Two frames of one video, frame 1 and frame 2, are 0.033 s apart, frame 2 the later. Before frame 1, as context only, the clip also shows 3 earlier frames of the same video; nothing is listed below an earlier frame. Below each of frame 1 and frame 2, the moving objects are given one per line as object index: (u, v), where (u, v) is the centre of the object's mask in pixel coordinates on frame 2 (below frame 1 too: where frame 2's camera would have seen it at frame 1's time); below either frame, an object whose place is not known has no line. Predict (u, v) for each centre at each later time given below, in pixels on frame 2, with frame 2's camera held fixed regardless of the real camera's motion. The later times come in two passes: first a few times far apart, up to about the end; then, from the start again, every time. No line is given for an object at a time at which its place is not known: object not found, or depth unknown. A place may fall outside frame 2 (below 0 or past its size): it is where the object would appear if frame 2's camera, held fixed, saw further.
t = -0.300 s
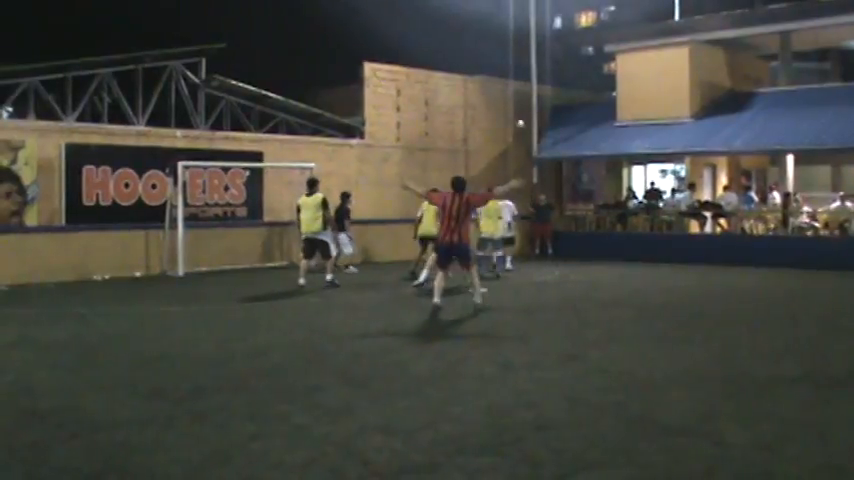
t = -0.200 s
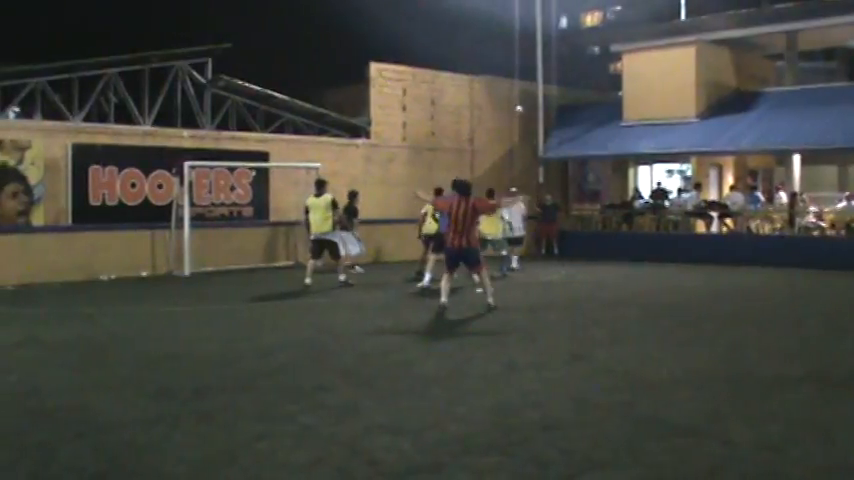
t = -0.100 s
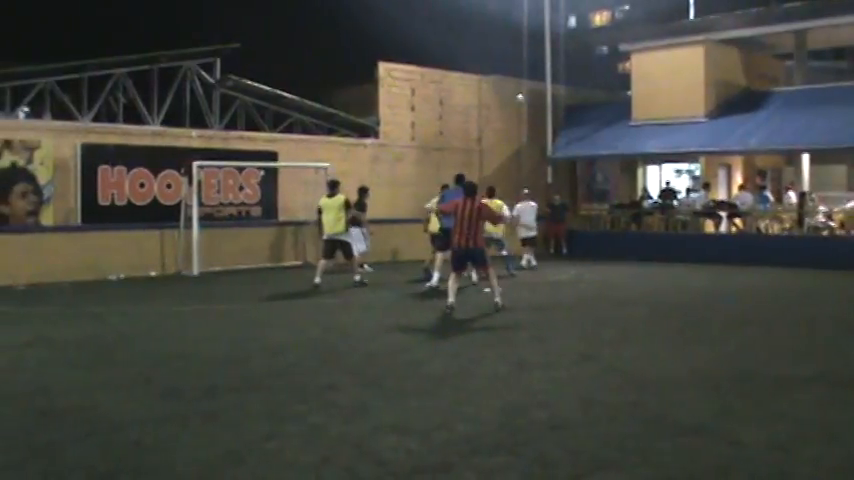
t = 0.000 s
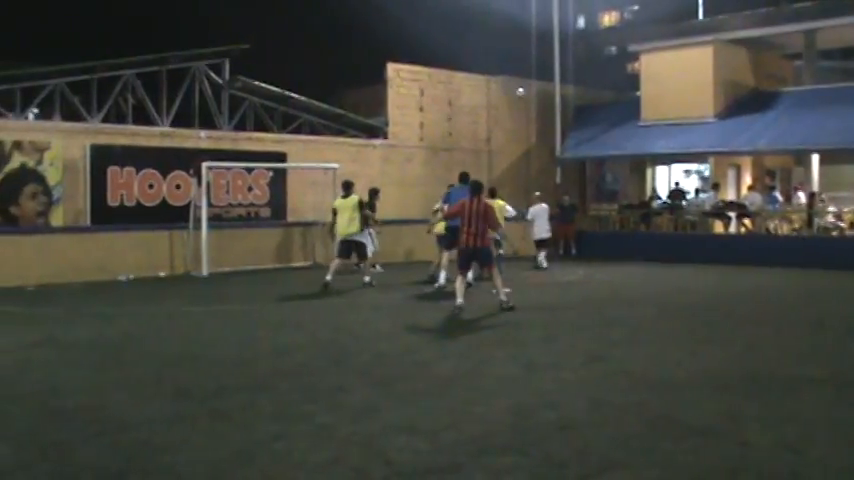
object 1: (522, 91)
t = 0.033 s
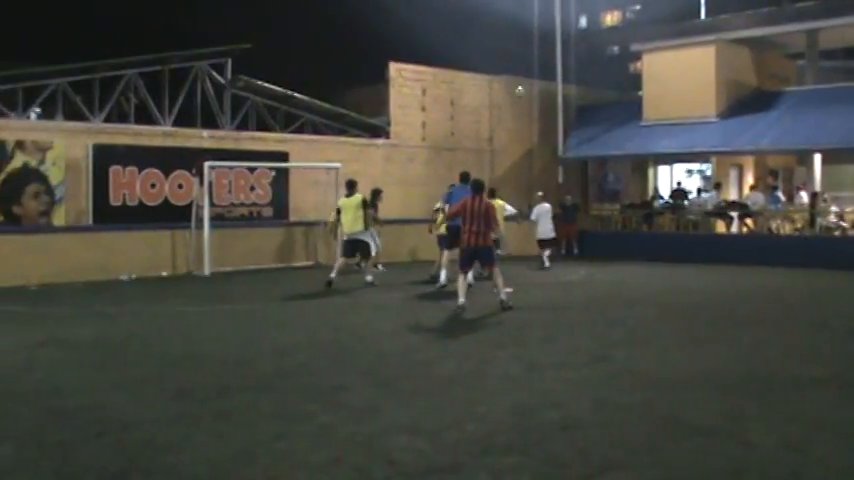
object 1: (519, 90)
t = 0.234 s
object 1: (502, 94)
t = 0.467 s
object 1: (480, 125)
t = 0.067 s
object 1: (517, 89)
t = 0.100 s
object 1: (514, 89)
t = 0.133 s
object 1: (511, 90)
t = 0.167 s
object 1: (509, 90)
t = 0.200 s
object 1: (505, 92)
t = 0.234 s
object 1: (502, 94)
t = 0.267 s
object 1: (500, 97)
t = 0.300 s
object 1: (497, 99)
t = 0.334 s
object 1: (494, 103)
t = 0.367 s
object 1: (491, 107)
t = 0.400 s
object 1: (487, 112)
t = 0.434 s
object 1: (483, 118)
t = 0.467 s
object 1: (480, 125)
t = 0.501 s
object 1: (477, 132)
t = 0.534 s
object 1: (474, 140)
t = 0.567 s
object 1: (470, 148)
